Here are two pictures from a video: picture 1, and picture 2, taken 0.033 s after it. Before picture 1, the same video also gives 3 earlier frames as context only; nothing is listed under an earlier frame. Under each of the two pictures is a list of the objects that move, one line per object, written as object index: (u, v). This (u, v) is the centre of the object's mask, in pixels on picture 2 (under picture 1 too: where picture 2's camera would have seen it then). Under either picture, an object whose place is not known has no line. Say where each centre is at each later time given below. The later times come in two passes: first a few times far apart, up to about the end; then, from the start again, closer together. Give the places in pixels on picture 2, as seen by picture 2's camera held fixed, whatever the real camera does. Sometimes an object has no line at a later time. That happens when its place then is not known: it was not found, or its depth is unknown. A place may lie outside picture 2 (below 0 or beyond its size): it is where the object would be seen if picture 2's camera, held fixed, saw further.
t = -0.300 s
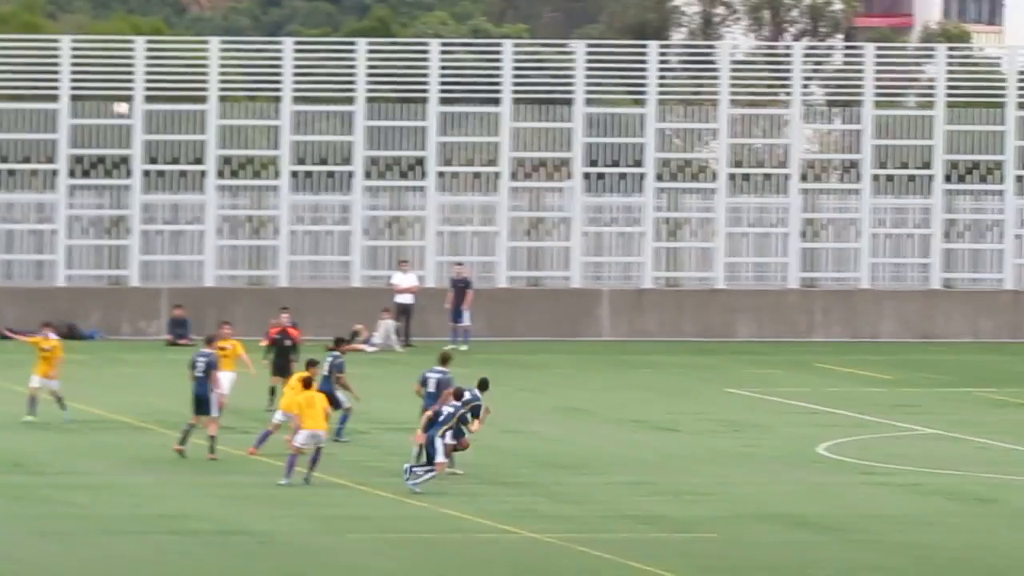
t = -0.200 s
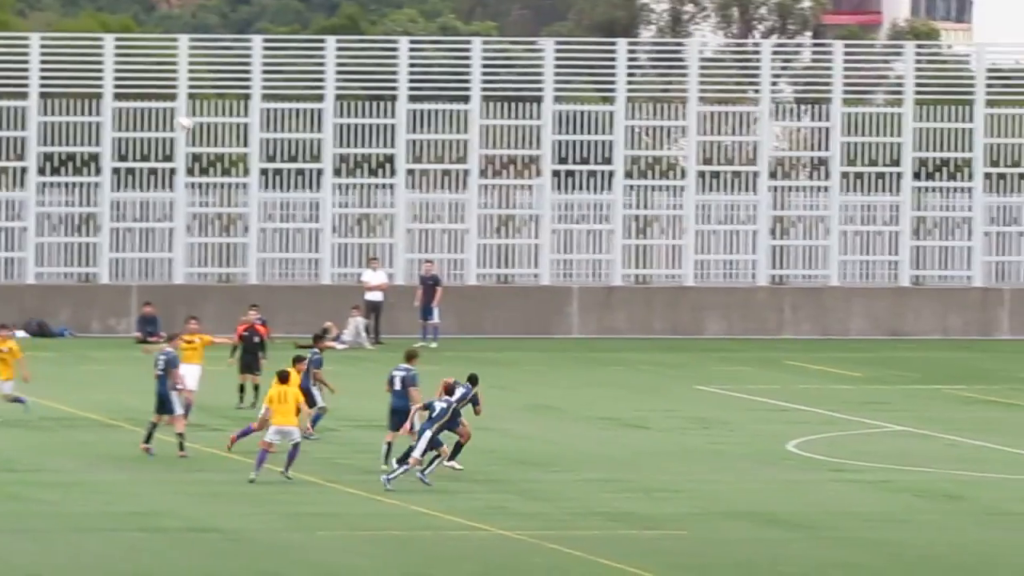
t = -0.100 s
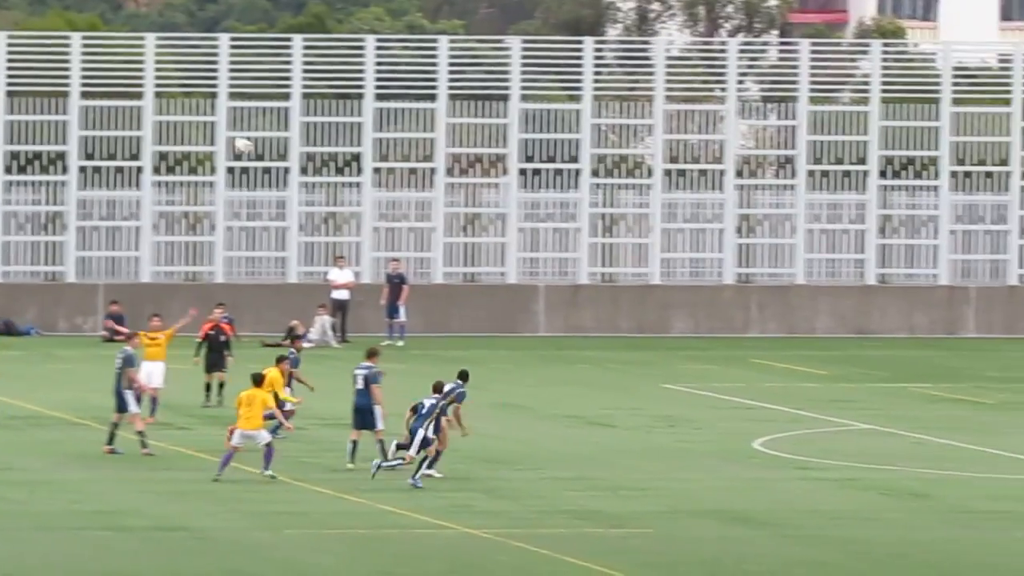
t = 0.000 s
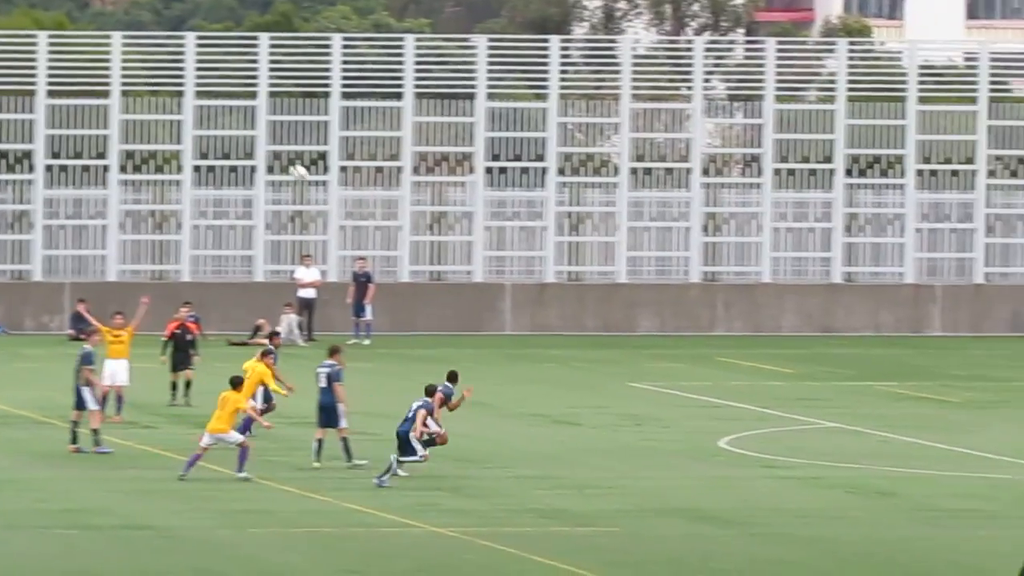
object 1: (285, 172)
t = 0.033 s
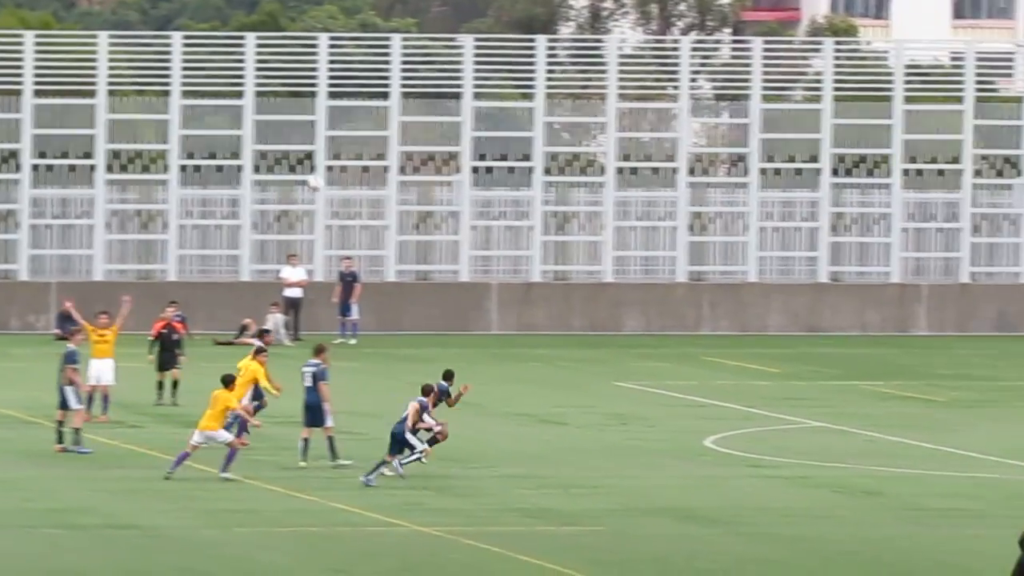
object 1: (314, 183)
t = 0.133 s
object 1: (404, 219)
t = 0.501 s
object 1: (712, 398)
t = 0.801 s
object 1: (862, 381)
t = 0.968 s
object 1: (920, 338)
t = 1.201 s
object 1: (1000, 312)
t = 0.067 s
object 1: (344, 194)
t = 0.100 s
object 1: (375, 206)
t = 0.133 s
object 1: (404, 219)
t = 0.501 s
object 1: (712, 398)
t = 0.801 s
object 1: (862, 381)
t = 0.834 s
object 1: (874, 371)
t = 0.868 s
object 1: (885, 362)
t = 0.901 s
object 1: (897, 353)
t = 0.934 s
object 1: (908, 345)
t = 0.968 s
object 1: (920, 338)
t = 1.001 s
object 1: (931, 332)
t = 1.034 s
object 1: (943, 326)
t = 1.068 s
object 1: (954, 322)
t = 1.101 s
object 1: (966, 317)
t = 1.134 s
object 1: (977, 315)
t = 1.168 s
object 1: (989, 313)
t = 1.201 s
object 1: (1000, 312)
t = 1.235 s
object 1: (1012, 311)
